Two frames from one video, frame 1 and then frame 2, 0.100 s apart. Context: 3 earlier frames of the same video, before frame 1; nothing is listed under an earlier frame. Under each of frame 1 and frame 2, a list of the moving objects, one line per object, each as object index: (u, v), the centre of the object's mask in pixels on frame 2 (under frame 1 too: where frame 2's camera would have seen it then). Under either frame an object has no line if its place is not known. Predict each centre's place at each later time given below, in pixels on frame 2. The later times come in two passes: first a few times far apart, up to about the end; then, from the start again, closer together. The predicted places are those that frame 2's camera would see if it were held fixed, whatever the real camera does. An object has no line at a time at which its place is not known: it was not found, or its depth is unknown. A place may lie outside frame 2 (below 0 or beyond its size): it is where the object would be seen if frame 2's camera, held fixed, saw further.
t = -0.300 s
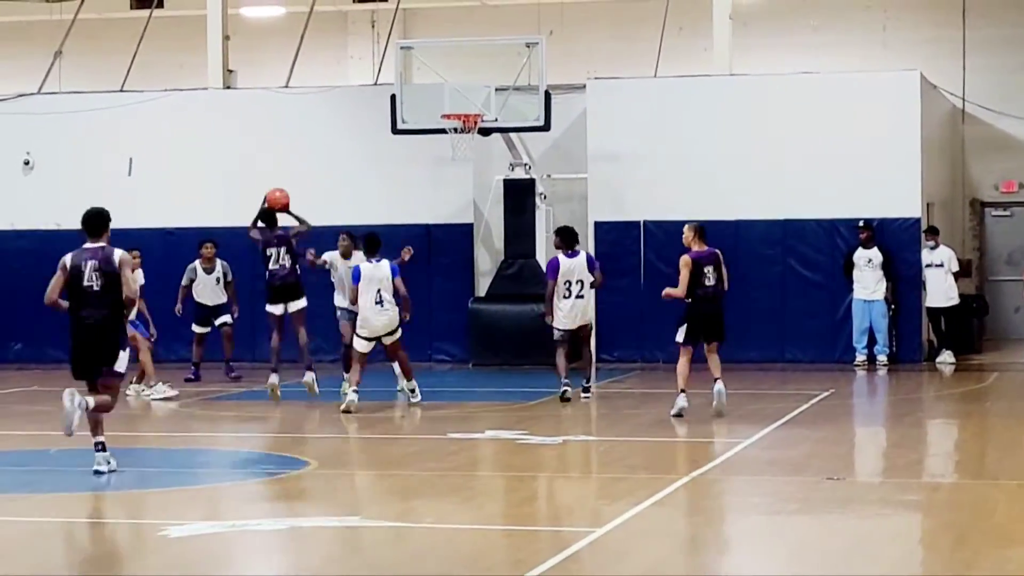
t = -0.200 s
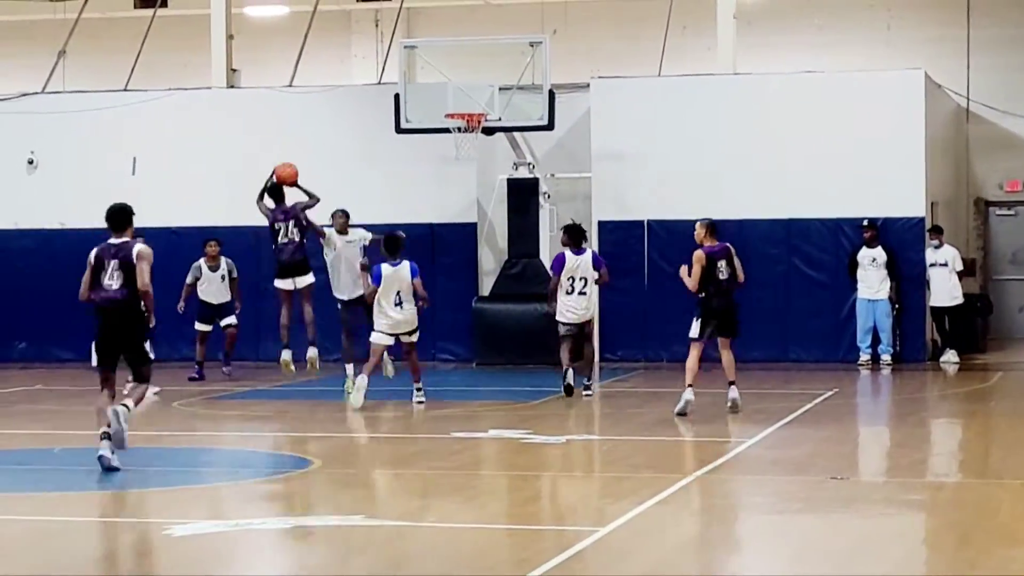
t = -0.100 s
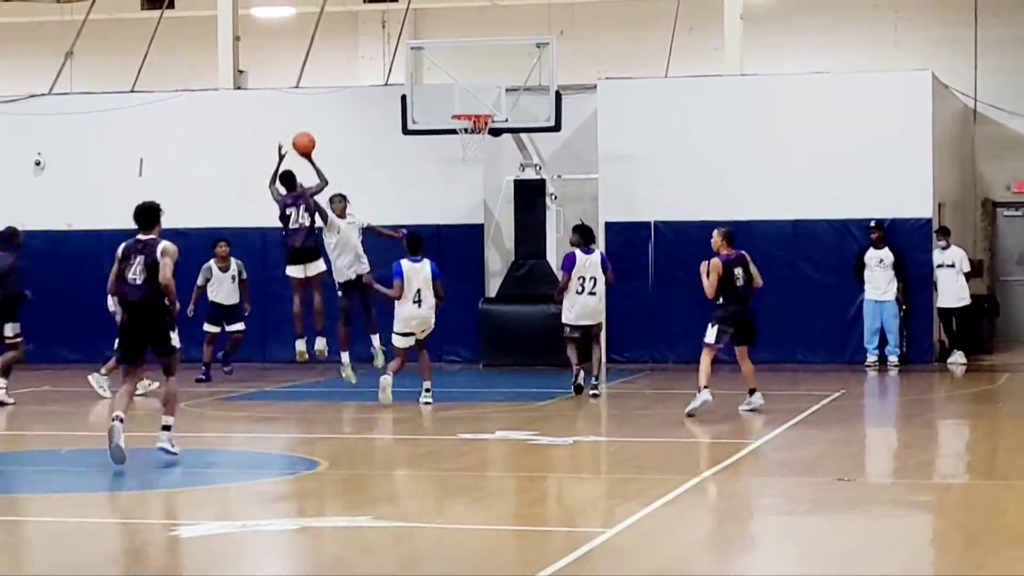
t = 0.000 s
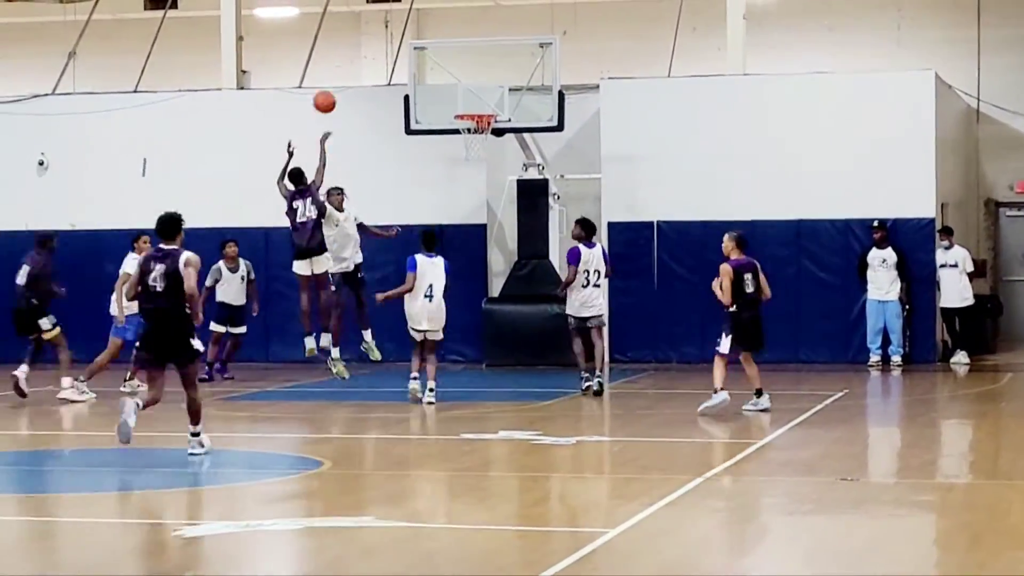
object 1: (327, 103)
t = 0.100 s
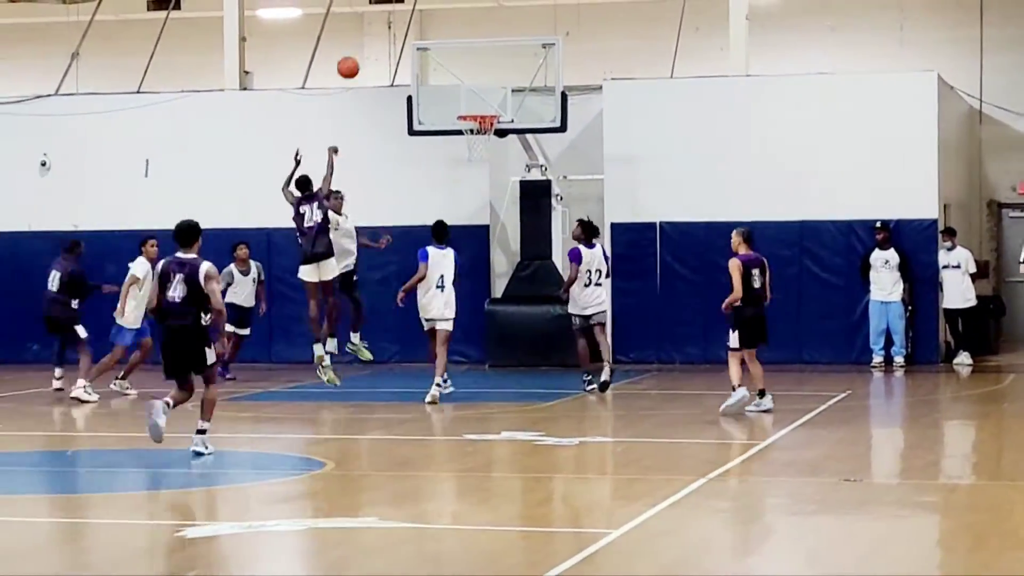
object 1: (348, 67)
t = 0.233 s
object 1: (375, 37)
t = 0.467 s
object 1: (421, 25)
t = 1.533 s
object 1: (510, 219)
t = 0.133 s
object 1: (355, 58)
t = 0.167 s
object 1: (362, 49)
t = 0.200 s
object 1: (368, 43)
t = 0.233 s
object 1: (375, 37)
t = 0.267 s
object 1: (382, 32)
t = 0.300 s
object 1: (389, 28)
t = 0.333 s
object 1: (396, 26)
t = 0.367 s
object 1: (402, 23)
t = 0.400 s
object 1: (408, 23)
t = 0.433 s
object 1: (415, 23)
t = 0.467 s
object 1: (421, 25)
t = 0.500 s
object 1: (427, 27)
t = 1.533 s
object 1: (510, 219)
